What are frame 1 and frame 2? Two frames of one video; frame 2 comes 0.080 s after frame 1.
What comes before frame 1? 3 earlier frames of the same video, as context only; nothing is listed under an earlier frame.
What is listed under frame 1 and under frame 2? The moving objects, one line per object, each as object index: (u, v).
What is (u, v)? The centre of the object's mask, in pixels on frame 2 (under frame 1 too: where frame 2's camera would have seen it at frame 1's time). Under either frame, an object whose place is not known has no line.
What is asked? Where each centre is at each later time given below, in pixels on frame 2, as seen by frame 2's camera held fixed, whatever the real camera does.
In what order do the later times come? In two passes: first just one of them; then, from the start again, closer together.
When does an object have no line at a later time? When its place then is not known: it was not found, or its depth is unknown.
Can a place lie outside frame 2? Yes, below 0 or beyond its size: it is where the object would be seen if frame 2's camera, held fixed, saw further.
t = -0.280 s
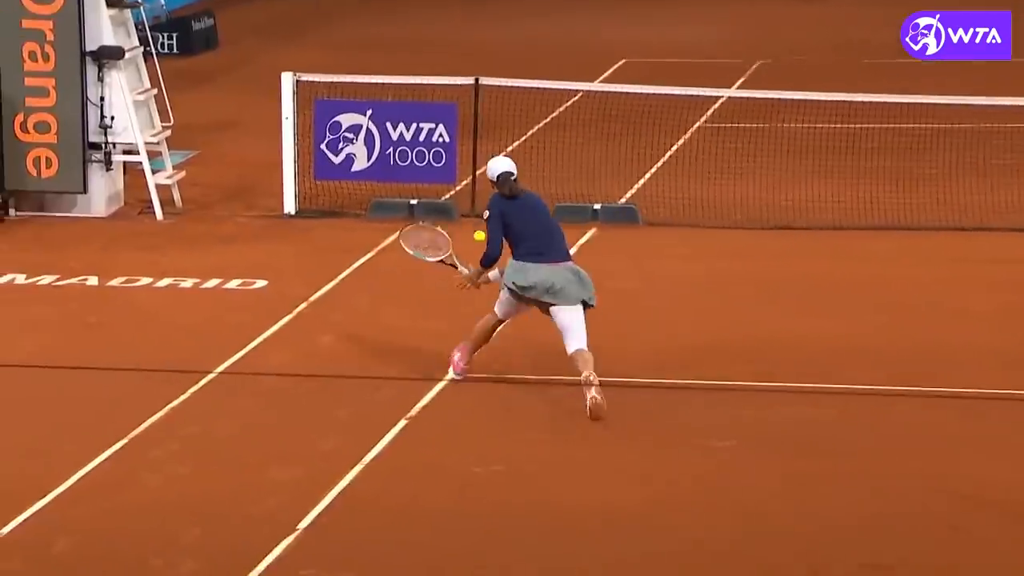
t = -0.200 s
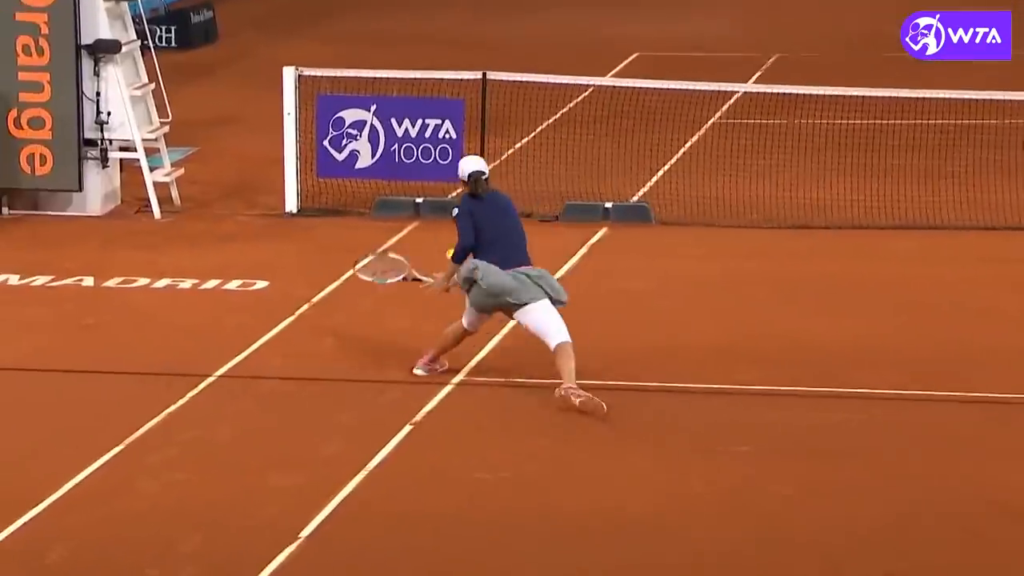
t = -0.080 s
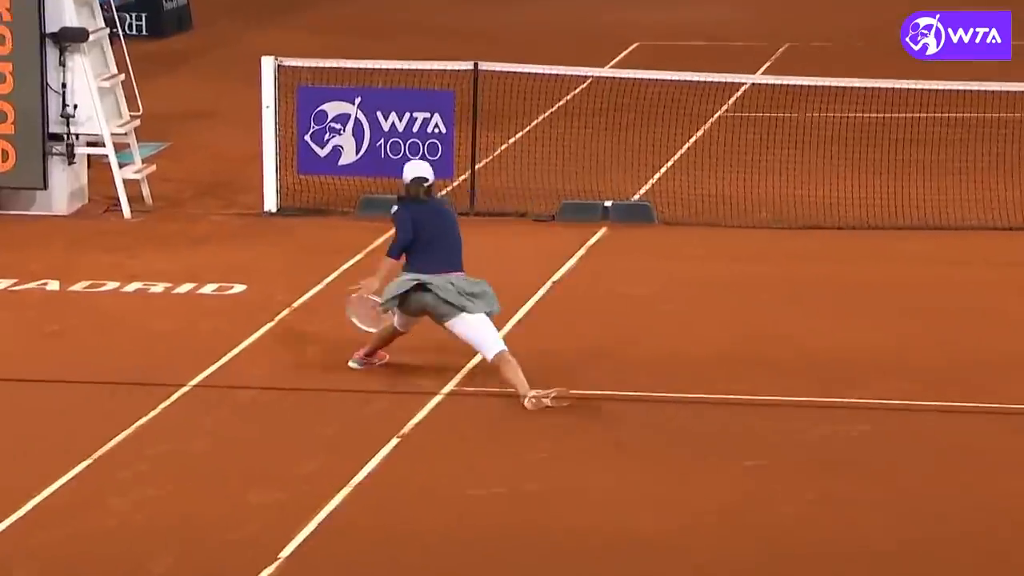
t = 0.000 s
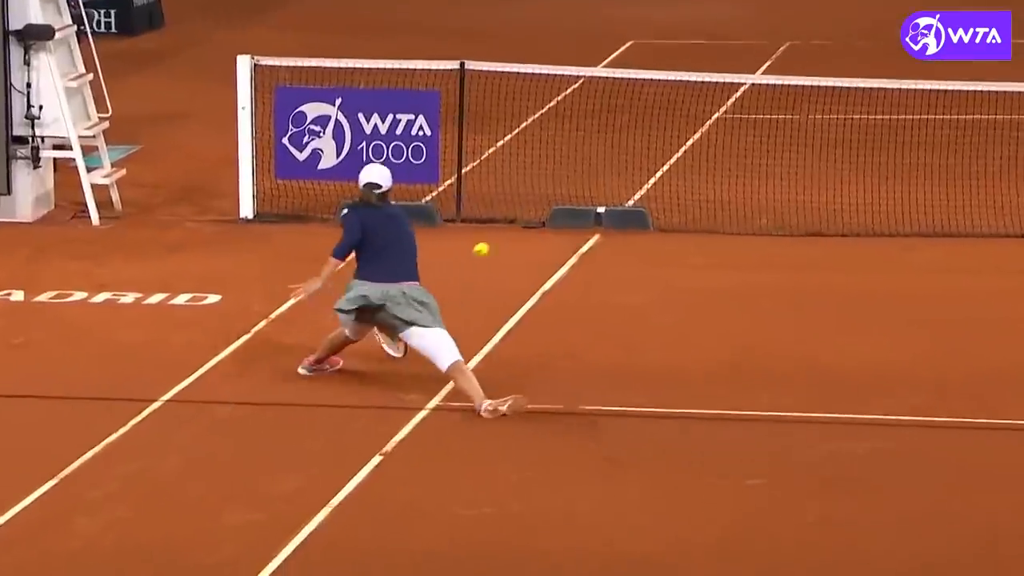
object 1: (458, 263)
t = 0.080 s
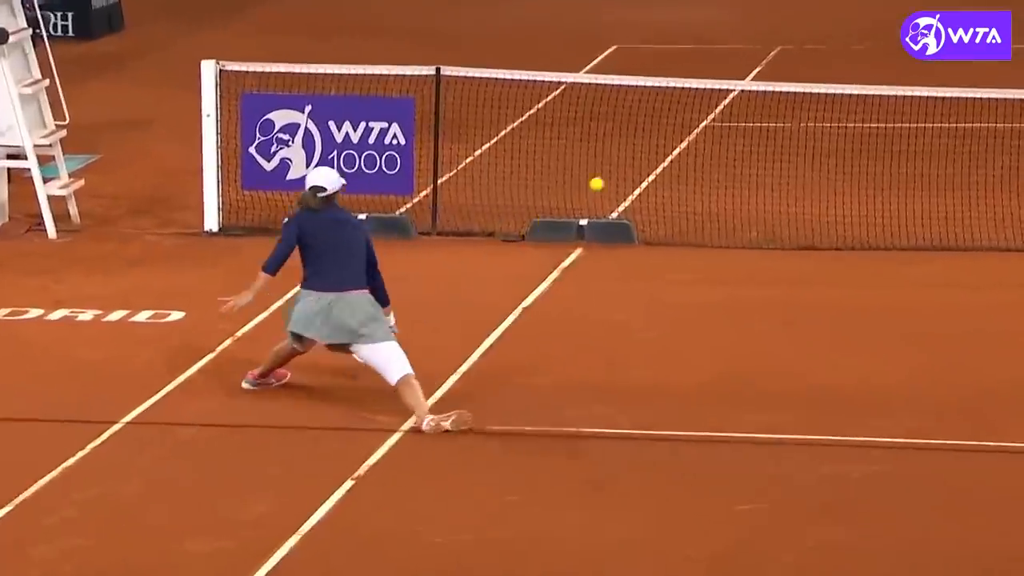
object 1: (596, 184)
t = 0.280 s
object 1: (915, 43)
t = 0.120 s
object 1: (663, 149)
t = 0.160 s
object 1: (727, 117)
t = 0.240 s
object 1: (852, 66)
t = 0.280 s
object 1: (915, 43)
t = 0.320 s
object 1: (980, 23)
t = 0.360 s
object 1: (1045, 5)
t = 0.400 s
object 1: (1111, -12)
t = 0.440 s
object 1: (1180, -24)
